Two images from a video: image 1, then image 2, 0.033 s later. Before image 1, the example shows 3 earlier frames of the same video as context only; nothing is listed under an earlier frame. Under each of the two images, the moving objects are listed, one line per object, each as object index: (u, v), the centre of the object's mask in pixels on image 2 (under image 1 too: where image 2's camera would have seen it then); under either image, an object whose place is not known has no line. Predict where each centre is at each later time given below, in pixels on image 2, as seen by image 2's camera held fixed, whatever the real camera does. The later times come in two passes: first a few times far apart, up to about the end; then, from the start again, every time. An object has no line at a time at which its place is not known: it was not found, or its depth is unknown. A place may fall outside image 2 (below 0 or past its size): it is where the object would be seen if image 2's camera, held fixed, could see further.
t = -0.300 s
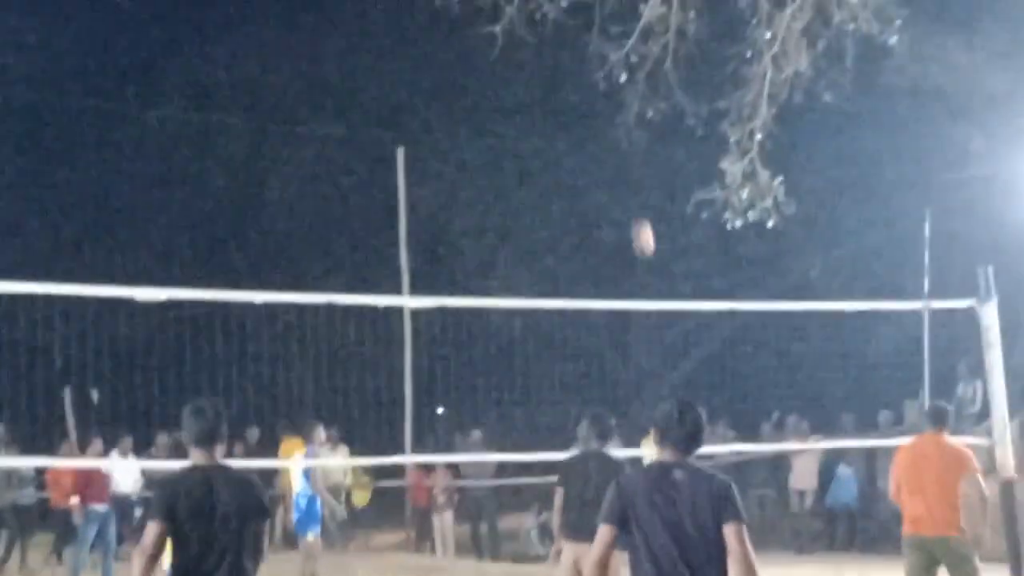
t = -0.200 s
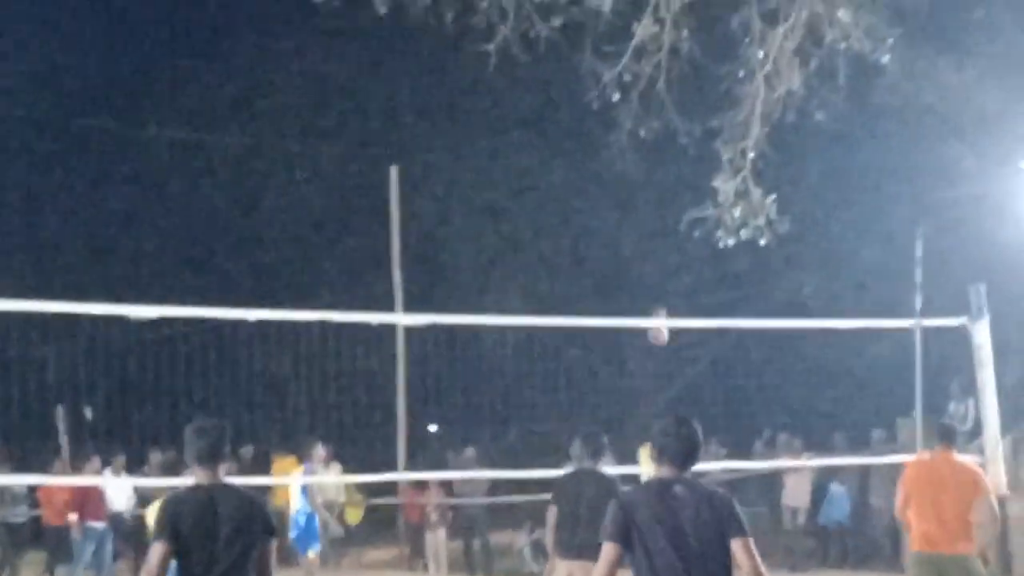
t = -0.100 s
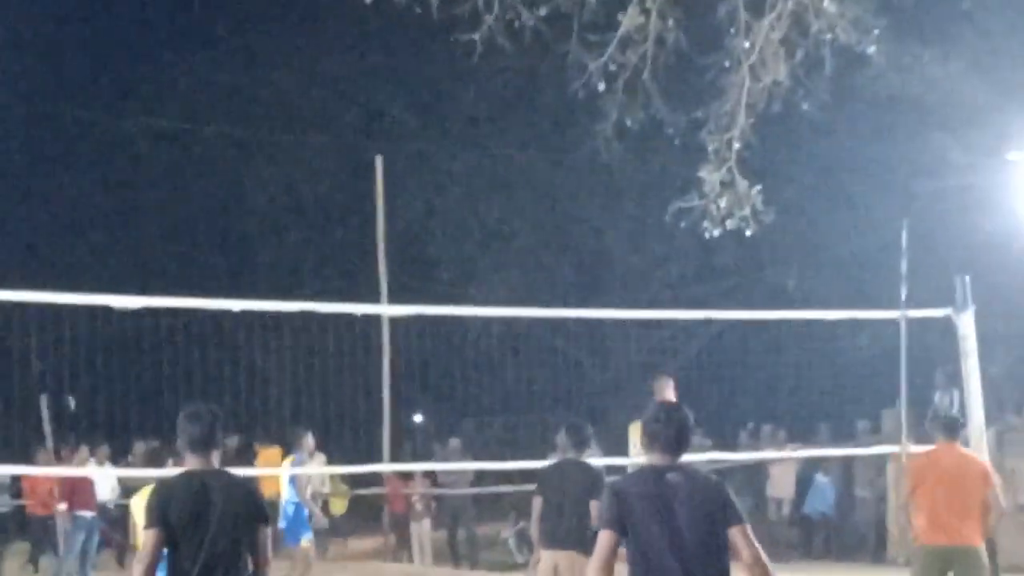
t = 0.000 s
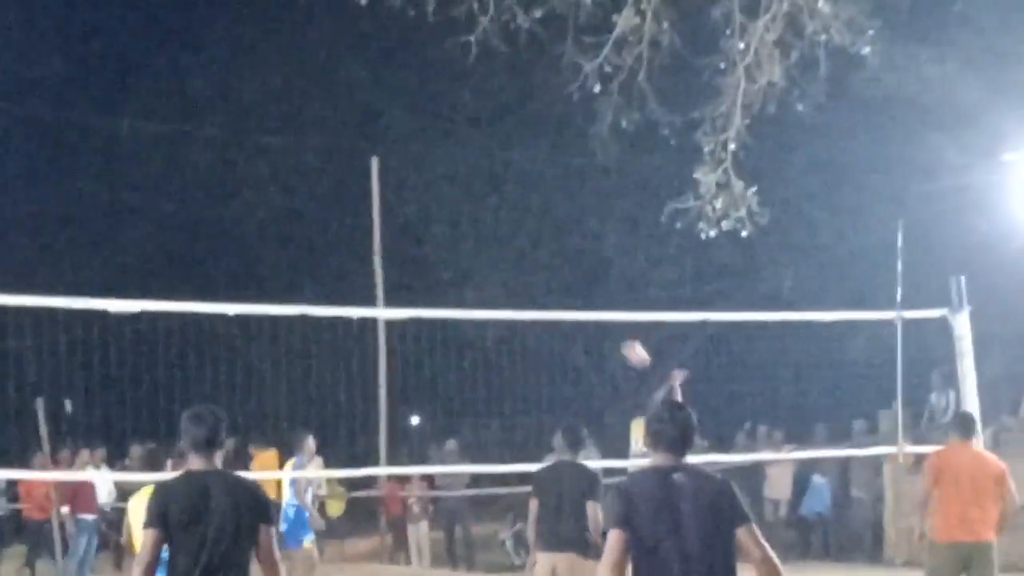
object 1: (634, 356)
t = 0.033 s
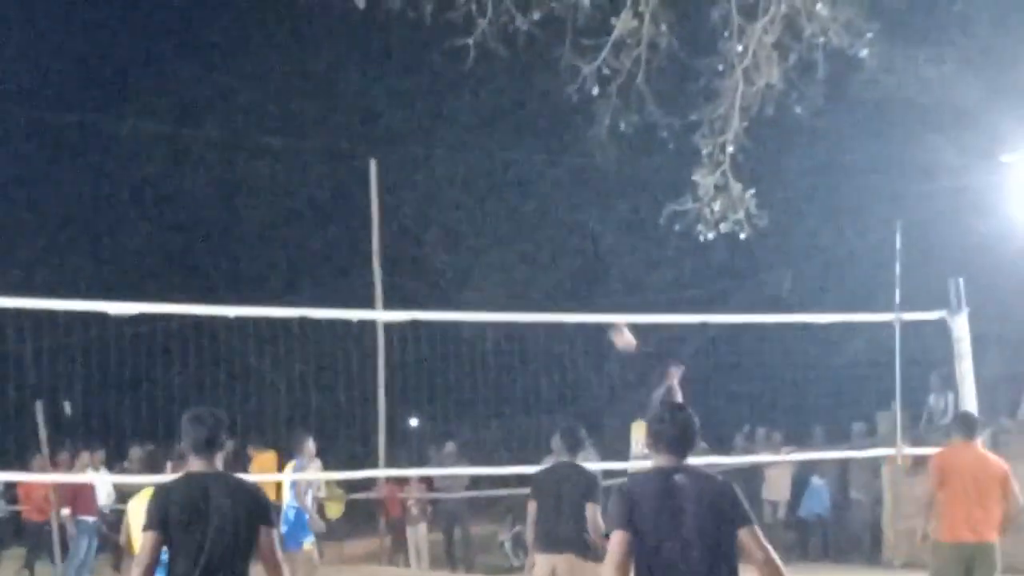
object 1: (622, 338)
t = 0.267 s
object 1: (543, 243)
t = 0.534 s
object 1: (455, 191)
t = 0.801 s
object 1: (368, 212)
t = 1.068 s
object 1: (285, 296)
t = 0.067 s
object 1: (614, 322)
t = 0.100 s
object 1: (598, 301)
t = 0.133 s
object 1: (588, 289)
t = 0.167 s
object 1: (577, 275)
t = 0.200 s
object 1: (564, 262)
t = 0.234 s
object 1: (554, 252)
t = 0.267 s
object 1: (543, 243)
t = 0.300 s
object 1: (530, 231)
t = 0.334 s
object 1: (520, 220)
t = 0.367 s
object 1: (510, 213)
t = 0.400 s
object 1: (498, 207)
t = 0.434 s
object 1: (486, 201)
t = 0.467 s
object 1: (476, 197)
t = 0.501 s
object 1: (465, 193)
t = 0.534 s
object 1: (455, 191)
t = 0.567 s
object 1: (443, 189)
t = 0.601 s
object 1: (433, 189)
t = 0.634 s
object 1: (421, 191)
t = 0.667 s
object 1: (410, 194)
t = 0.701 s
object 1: (400, 198)
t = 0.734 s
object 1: (390, 201)
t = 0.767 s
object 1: (380, 204)
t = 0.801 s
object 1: (368, 212)
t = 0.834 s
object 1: (357, 219)
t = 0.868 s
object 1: (347, 228)
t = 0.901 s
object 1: (336, 236)
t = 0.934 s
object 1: (326, 247)
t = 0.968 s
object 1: (317, 257)
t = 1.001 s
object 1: (307, 270)
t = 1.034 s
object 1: (296, 285)
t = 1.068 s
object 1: (285, 296)
